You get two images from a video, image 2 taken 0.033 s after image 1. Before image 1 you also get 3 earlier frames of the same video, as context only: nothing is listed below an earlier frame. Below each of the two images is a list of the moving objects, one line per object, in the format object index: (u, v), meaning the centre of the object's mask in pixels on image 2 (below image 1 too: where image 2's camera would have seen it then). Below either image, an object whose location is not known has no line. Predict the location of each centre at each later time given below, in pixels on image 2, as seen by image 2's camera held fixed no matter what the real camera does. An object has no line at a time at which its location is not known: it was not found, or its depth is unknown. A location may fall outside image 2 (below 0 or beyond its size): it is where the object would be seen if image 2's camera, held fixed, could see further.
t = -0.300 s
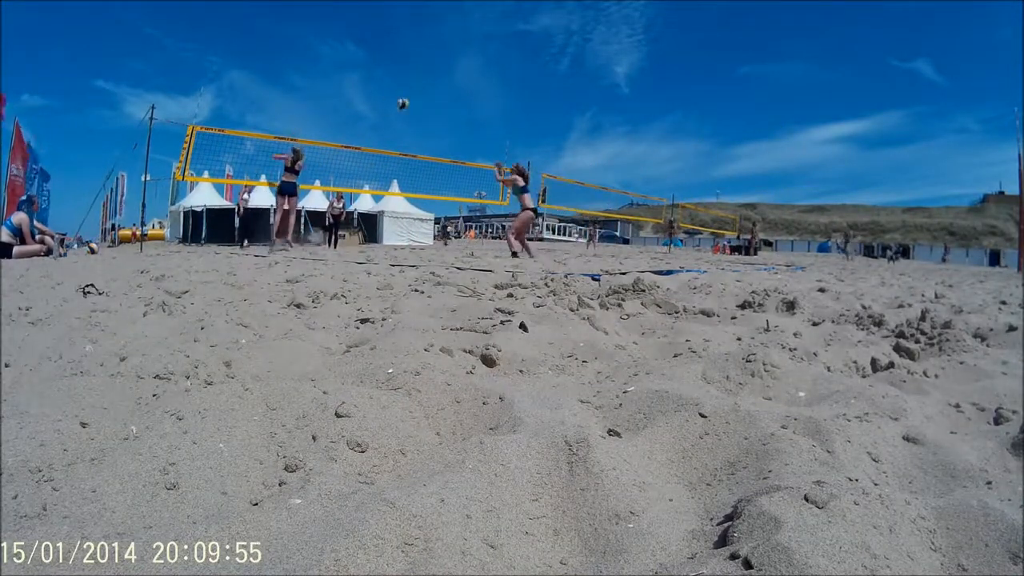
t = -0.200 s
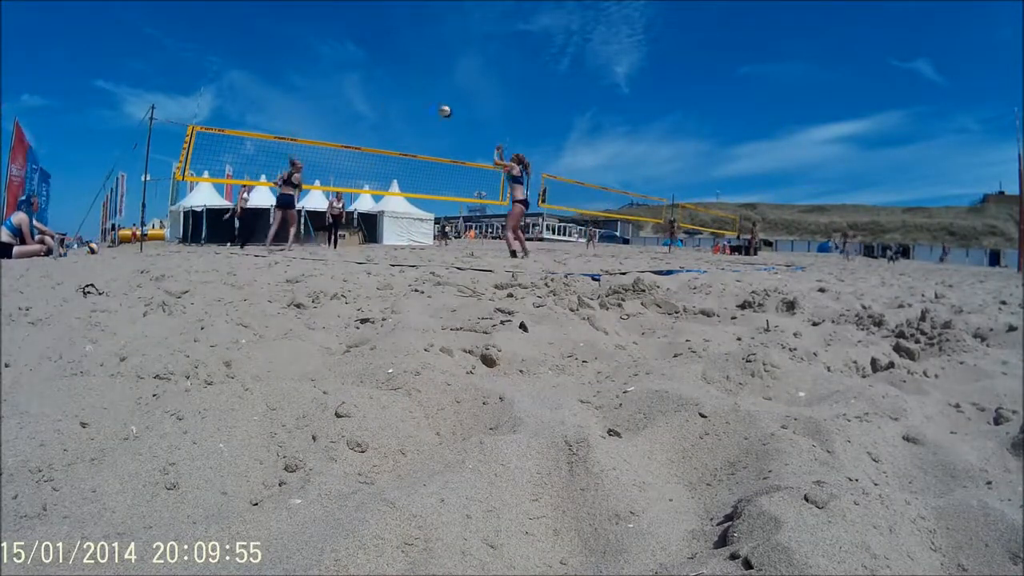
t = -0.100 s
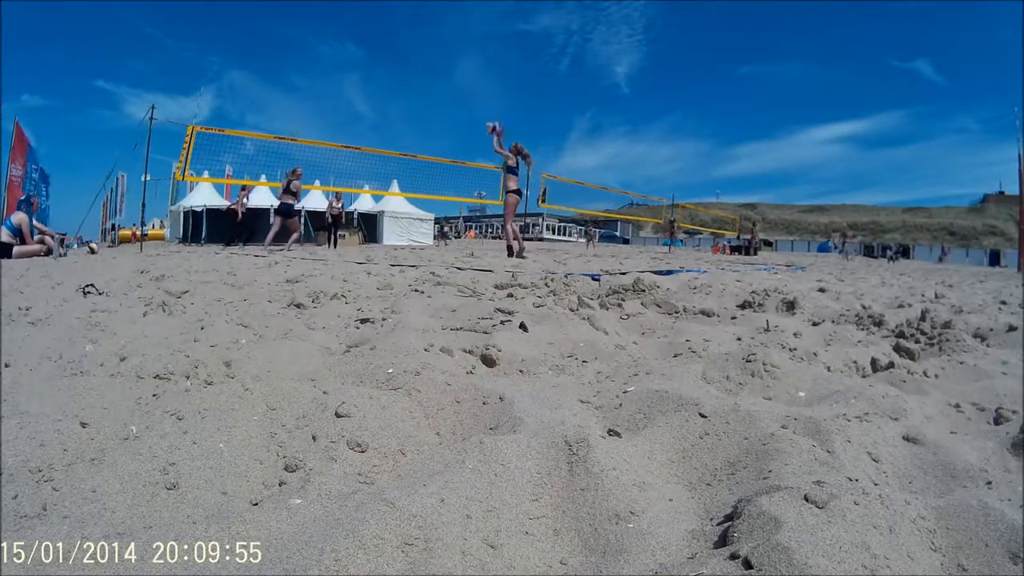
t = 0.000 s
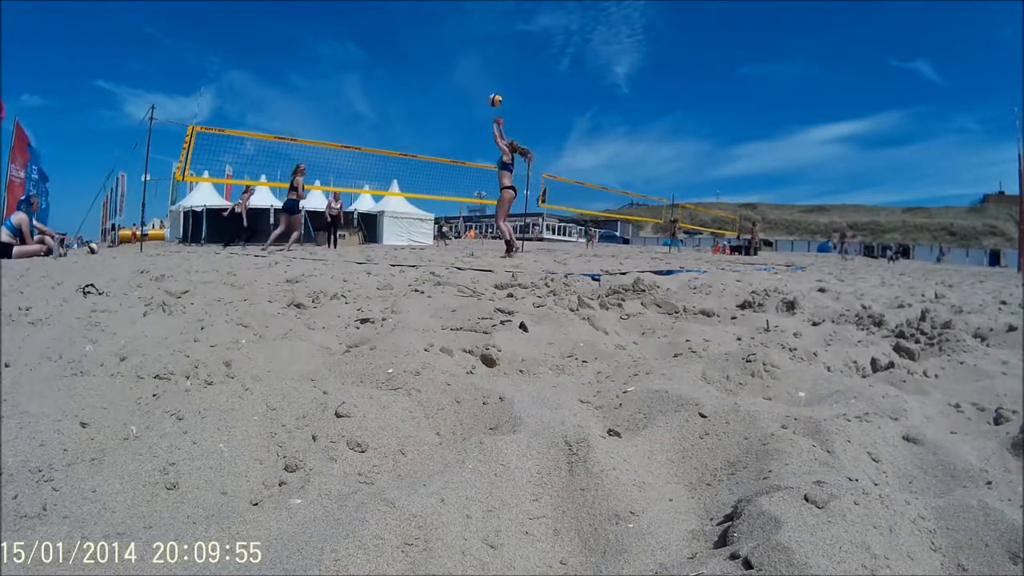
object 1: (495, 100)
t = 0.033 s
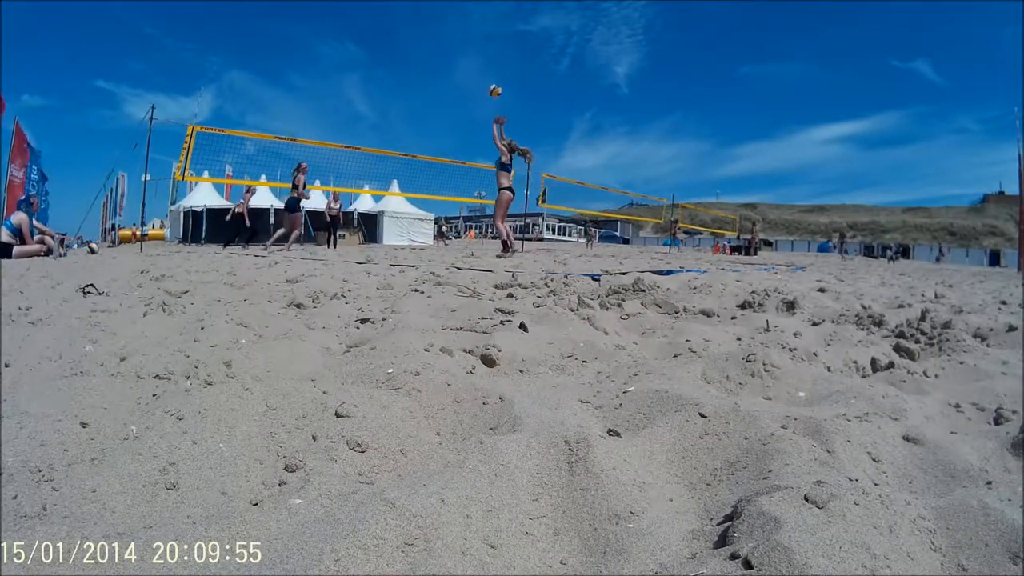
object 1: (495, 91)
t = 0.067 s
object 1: (495, 82)
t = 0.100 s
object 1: (494, 74)
